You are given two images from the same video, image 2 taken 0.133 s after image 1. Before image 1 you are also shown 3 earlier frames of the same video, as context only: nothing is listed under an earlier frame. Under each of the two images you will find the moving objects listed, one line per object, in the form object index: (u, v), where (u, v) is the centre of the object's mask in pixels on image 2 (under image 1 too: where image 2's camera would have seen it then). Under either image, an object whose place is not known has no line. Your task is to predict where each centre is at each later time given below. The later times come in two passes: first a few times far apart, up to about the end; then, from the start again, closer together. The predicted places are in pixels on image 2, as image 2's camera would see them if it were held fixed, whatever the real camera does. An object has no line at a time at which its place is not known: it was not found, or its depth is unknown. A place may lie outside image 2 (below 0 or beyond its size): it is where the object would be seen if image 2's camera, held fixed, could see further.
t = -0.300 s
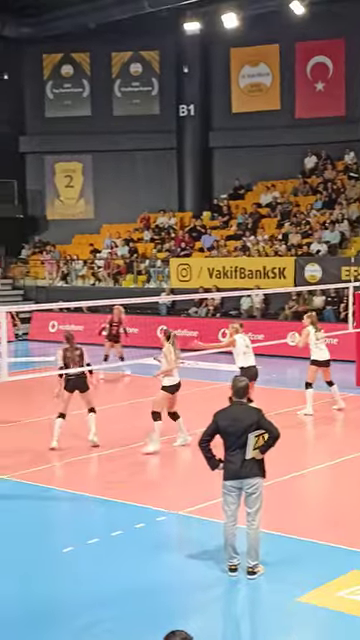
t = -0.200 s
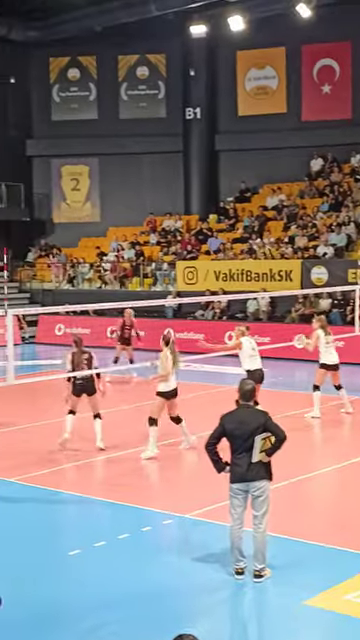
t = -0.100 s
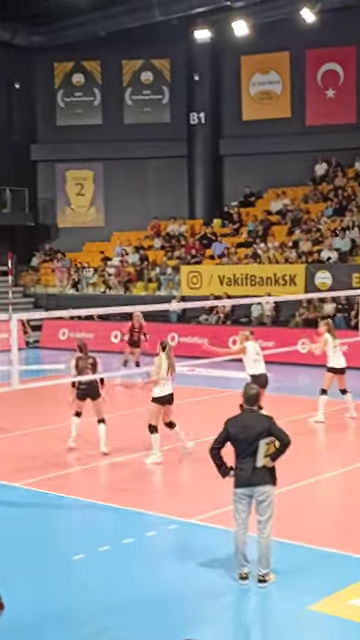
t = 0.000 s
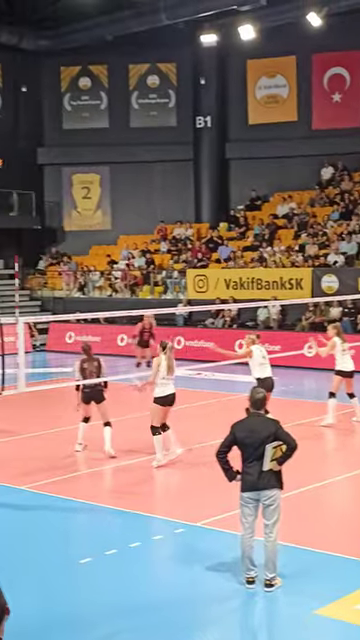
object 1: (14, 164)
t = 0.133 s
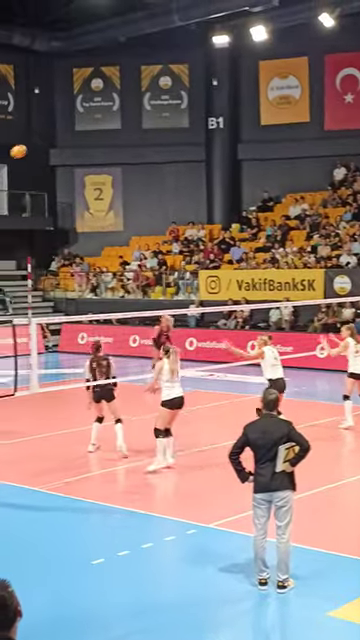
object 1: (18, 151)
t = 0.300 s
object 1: (34, 145)
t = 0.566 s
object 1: (60, 169)
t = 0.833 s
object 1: (89, 233)
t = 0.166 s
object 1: (21, 148)
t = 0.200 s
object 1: (24, 147)
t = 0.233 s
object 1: (27, 145)
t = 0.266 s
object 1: (30, 145)
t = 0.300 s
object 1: (34, 145)
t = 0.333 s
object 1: (37, 146)
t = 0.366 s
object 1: (40, 147)
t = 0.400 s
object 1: (43, 149)
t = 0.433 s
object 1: (47, 152)
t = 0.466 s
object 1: (50, 155)
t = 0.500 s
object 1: (53, 159)
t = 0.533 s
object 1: (57, 163)
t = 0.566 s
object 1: (60, 169)
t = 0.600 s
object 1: (64, 174)
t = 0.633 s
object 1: (67, 181)
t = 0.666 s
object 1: (71, 188)
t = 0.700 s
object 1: (74, 195)
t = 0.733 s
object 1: (78, 203)
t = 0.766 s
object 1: (82, 214)
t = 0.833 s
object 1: (89, 233)
